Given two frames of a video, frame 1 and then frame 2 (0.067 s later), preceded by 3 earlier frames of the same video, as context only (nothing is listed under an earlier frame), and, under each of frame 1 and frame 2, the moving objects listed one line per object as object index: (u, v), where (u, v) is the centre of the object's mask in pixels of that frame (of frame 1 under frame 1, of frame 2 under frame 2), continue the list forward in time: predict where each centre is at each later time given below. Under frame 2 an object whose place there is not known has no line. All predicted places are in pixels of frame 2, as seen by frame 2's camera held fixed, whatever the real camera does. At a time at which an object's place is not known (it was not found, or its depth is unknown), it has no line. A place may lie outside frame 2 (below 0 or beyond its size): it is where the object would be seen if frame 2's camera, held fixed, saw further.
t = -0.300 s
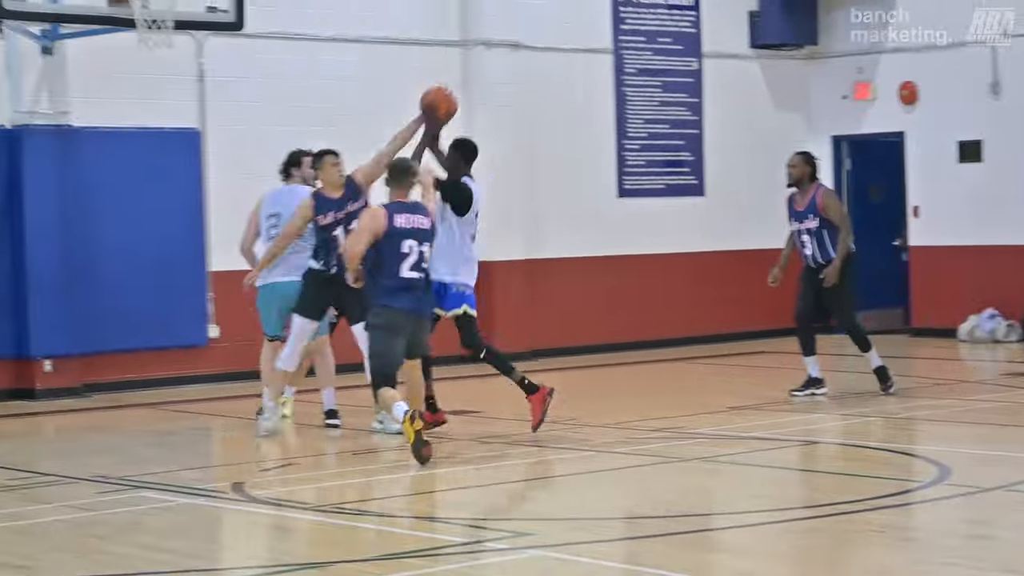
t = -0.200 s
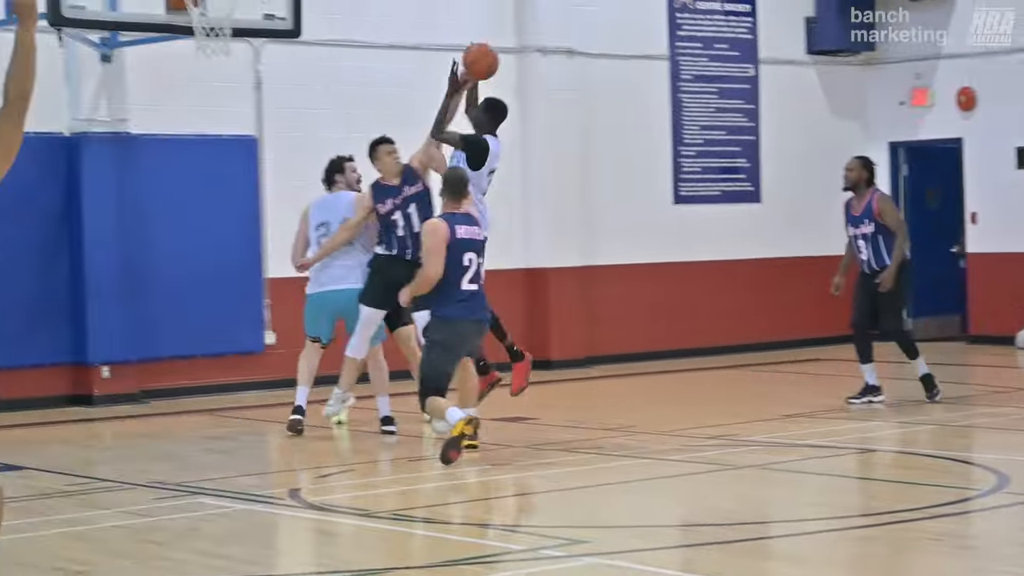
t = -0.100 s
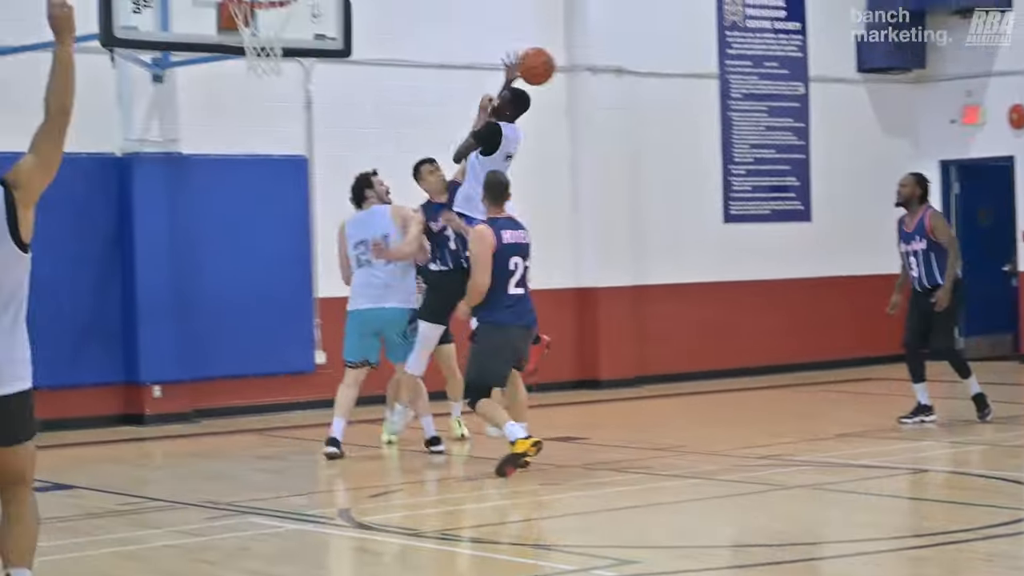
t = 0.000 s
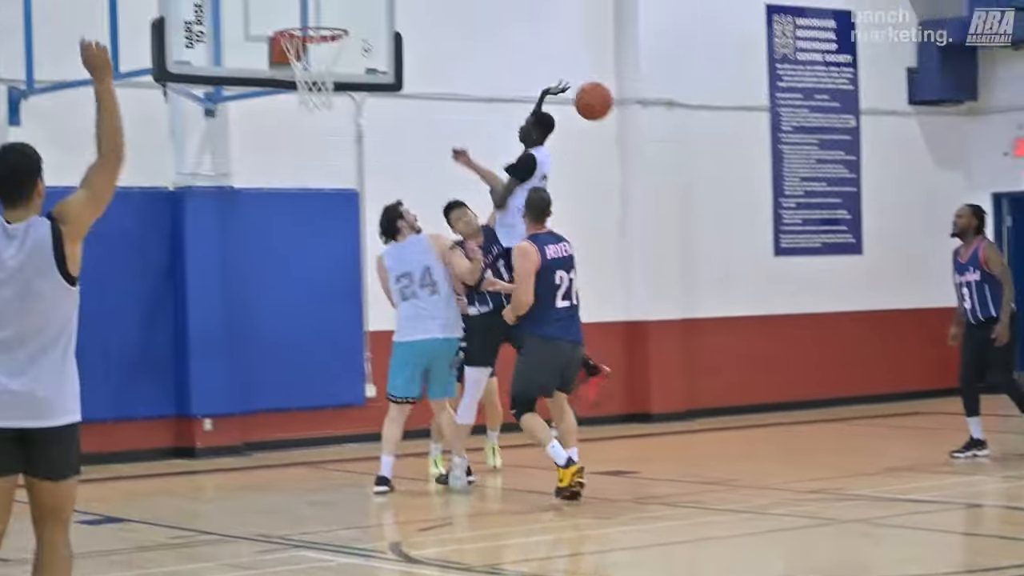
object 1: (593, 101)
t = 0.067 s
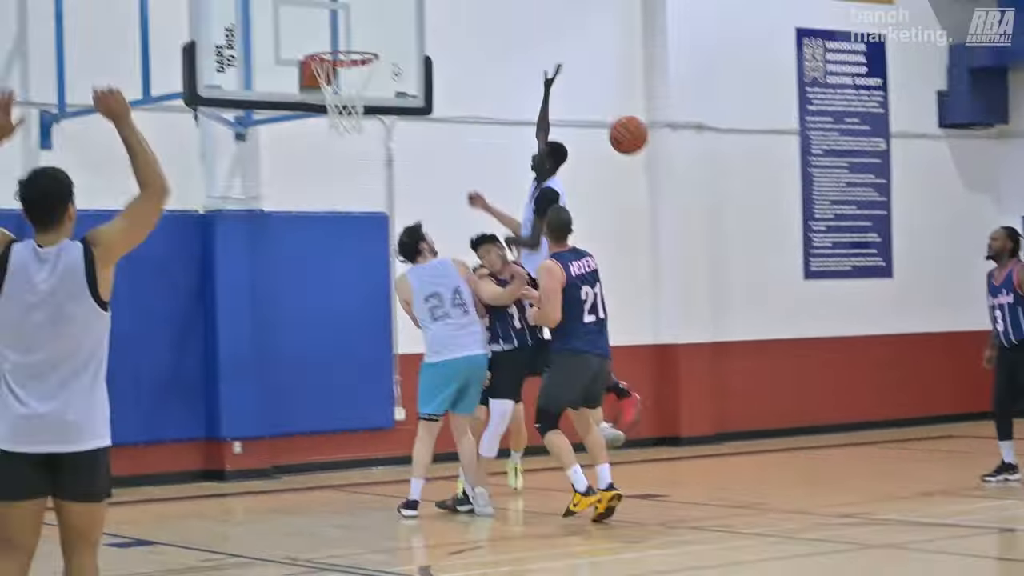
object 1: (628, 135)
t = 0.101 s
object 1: (629, 143)
